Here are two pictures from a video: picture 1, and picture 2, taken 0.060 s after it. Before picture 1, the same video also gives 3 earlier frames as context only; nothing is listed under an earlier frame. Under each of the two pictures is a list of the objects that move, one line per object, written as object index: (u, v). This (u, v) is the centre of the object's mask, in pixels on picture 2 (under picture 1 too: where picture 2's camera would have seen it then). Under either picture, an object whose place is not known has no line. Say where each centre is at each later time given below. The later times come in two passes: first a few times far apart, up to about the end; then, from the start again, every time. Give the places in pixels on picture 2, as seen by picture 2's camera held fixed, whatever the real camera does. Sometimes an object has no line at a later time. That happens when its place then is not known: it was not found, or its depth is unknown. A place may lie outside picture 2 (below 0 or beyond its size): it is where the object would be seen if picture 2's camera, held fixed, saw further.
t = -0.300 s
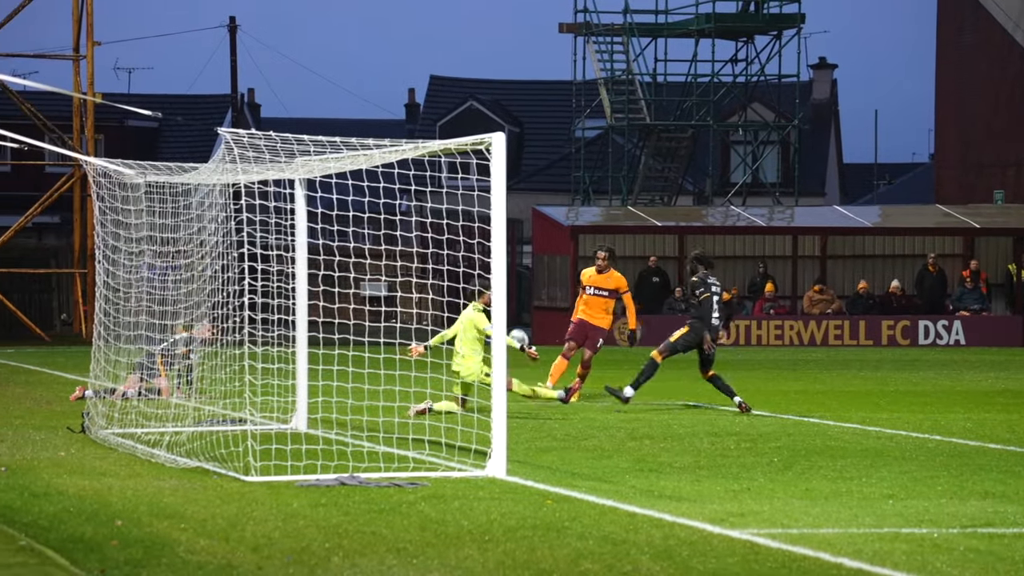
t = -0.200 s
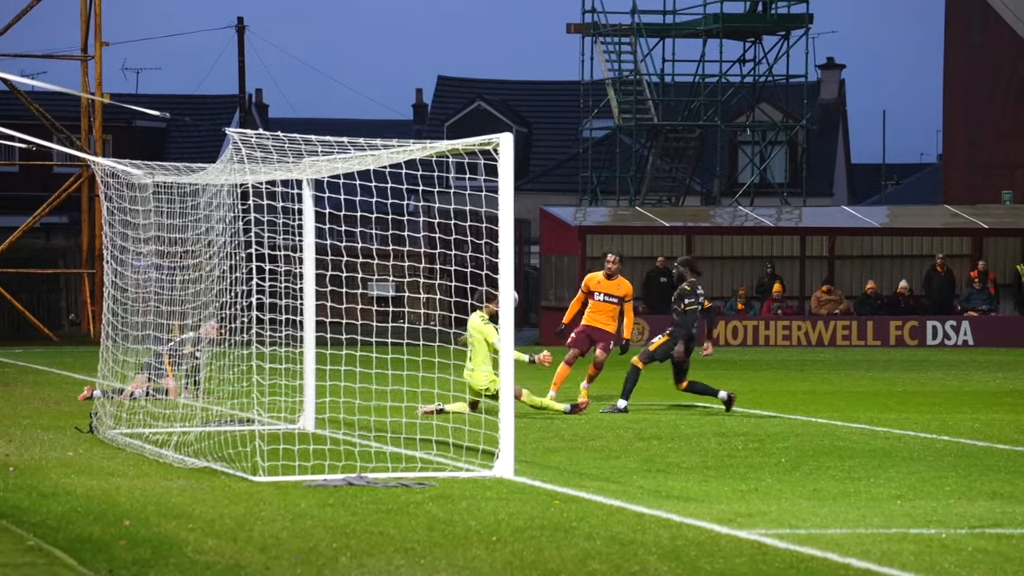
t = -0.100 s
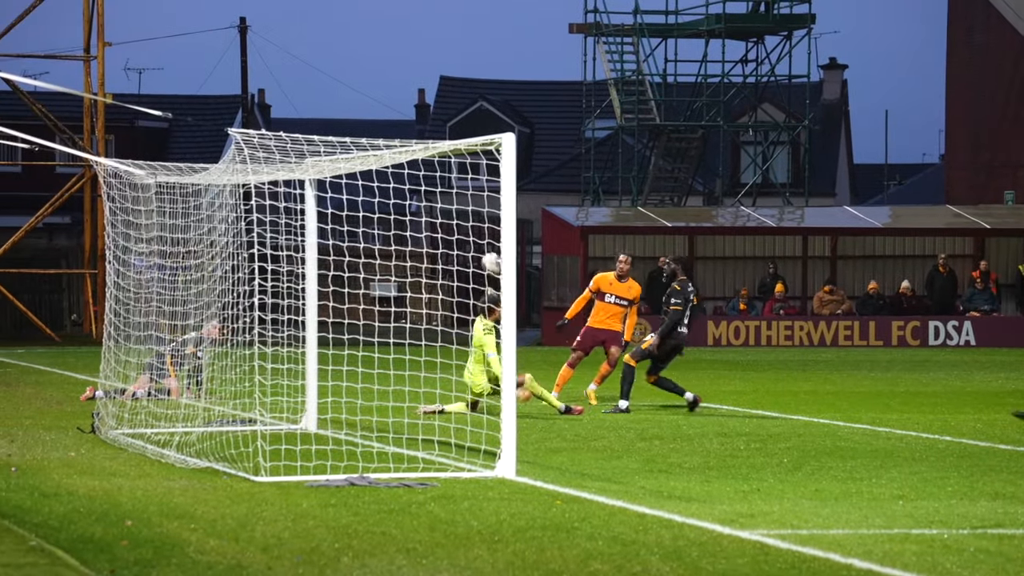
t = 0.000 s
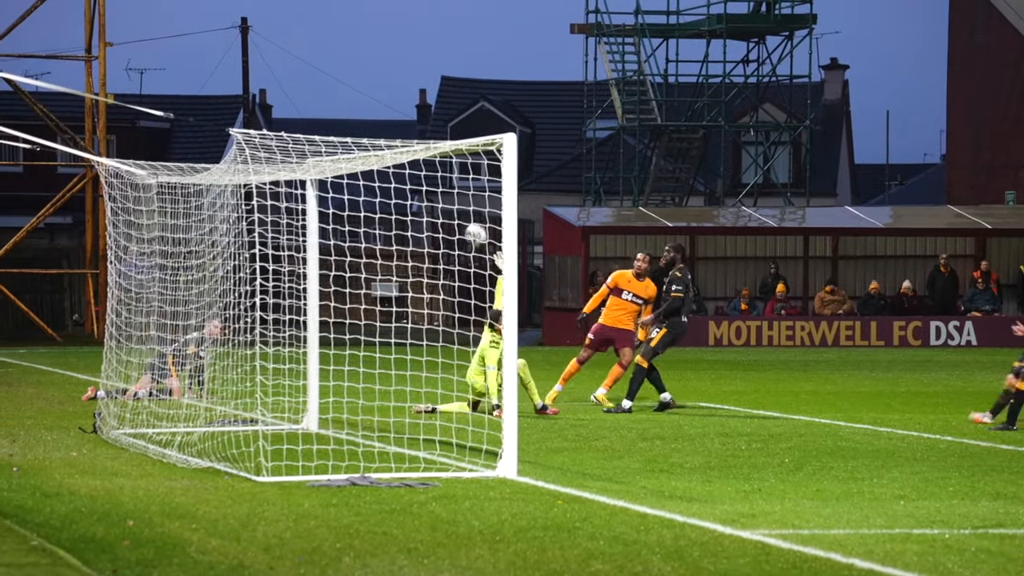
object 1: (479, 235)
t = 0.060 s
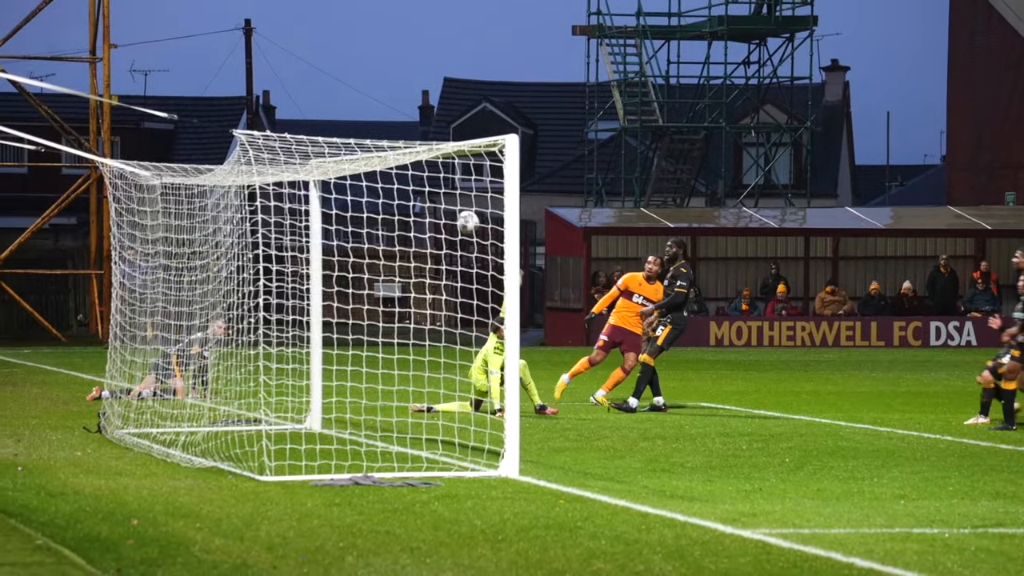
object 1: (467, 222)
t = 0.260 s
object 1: (432, 195)
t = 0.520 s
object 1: (384, 215)
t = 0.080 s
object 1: (464, 218)
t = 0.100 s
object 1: (461, 213)
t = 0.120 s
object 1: (457, 210)
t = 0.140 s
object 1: (453, 207)
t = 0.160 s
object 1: (450, 205)
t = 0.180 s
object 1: (447, 202)
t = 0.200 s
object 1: (443, 199)
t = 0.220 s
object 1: (440, 197)
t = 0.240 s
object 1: (436, 195)
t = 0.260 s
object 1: (432, 195)
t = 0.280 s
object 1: (429, 195)
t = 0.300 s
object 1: (425, 194)
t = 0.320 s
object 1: (422, 193)
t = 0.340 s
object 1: (418, 193)
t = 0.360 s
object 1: (414, 193)
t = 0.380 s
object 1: (411, 194)
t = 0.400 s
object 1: (407, 196)
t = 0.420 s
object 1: (403, 198)
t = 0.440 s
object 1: (399, 201)
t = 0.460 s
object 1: (398, 204)
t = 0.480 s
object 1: (392, 207)
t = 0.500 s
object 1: (385, 212)
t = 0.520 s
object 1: (384, 215)
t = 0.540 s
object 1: (380, 218)
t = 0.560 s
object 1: (376, 222)
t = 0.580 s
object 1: (372, 229)
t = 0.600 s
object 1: (368, 232)
